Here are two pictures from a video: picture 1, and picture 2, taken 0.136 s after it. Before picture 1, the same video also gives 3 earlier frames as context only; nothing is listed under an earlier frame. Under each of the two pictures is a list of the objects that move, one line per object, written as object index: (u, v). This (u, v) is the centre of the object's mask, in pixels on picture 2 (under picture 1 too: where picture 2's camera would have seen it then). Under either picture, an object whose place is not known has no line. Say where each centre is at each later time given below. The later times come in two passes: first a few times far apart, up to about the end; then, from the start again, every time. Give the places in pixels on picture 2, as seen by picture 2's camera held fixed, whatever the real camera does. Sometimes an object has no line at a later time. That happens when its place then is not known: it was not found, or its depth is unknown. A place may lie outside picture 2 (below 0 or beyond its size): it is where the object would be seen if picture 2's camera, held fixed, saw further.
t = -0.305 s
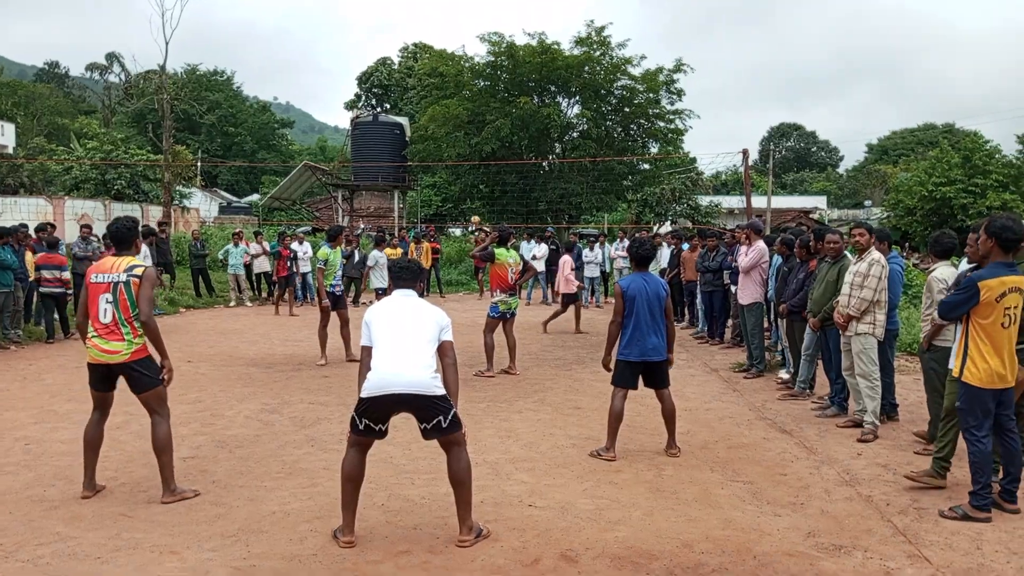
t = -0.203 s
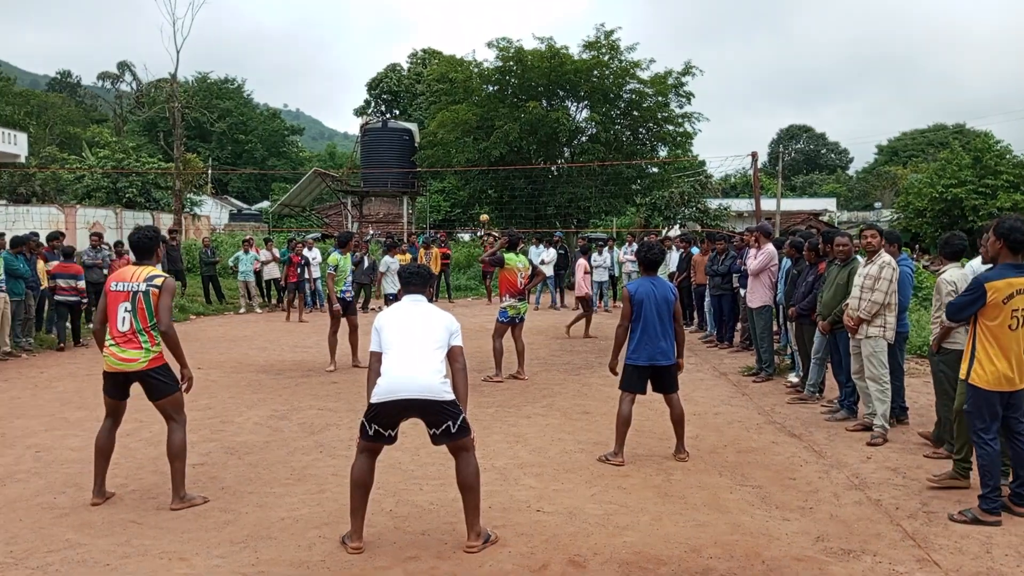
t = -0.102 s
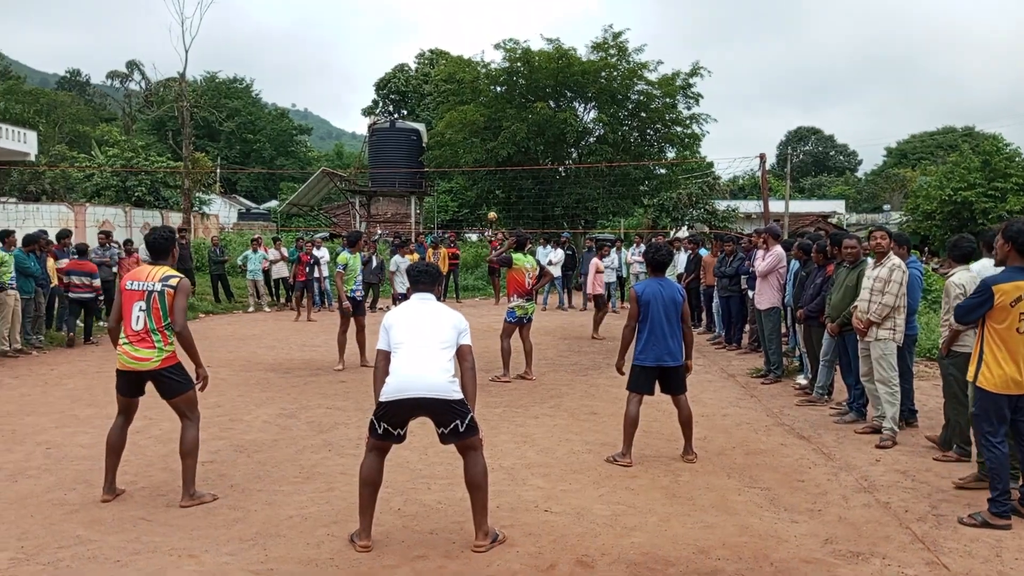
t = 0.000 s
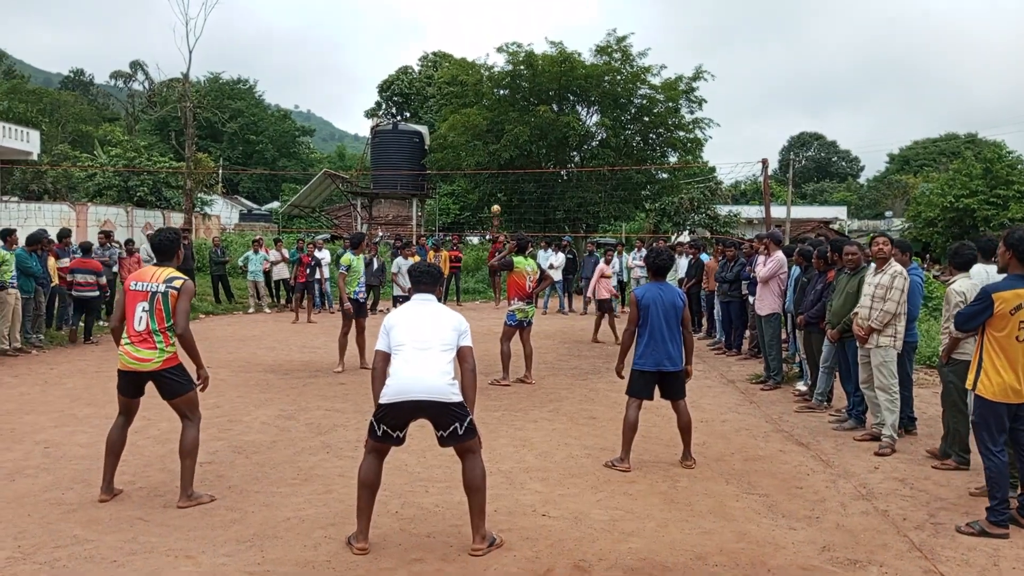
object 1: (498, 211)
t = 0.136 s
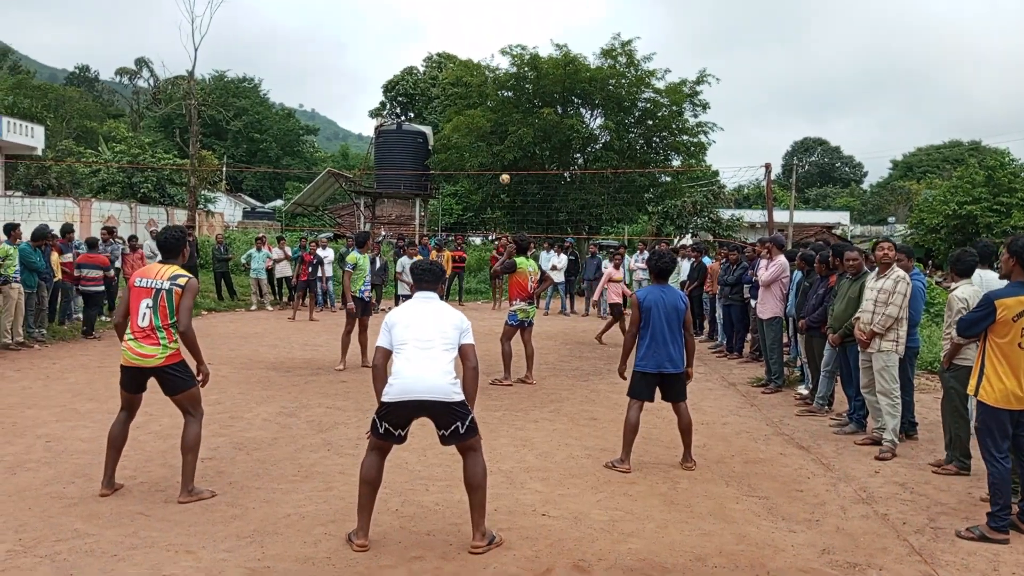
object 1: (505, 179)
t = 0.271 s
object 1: (512, 150)
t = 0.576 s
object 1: (533, 96)
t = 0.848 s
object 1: (556, 88)
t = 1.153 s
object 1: (632, 227)
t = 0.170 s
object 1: (506, 171)
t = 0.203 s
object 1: (508, 164)
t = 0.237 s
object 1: (510, 157)
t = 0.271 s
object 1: (512, 150)
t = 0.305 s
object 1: (515, 143)
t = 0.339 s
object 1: (517, 136)
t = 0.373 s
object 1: (519, 129)
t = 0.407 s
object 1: (522, 123)
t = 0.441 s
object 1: (524, 116)
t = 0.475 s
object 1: (526, 110)
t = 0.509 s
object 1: (528, 105)
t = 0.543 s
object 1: (531, 100)
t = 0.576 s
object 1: (533, 96)
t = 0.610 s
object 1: (535, 92)
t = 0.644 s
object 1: (537, 88)
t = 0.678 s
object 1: (539, 86)
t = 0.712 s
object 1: (542, 84)
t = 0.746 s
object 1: (545, 83)
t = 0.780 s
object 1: (548, 84)
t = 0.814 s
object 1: (552, 86)
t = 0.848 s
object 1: (556, 88)
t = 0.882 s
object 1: (561, 93)
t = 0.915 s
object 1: (566, 99)
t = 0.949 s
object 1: (572, 107)
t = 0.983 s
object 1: (579, 118)
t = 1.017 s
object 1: (586, 131)
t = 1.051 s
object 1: (595, 148)
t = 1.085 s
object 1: (605, 170)
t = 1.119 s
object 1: (615, 196)
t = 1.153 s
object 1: (632, 227)
